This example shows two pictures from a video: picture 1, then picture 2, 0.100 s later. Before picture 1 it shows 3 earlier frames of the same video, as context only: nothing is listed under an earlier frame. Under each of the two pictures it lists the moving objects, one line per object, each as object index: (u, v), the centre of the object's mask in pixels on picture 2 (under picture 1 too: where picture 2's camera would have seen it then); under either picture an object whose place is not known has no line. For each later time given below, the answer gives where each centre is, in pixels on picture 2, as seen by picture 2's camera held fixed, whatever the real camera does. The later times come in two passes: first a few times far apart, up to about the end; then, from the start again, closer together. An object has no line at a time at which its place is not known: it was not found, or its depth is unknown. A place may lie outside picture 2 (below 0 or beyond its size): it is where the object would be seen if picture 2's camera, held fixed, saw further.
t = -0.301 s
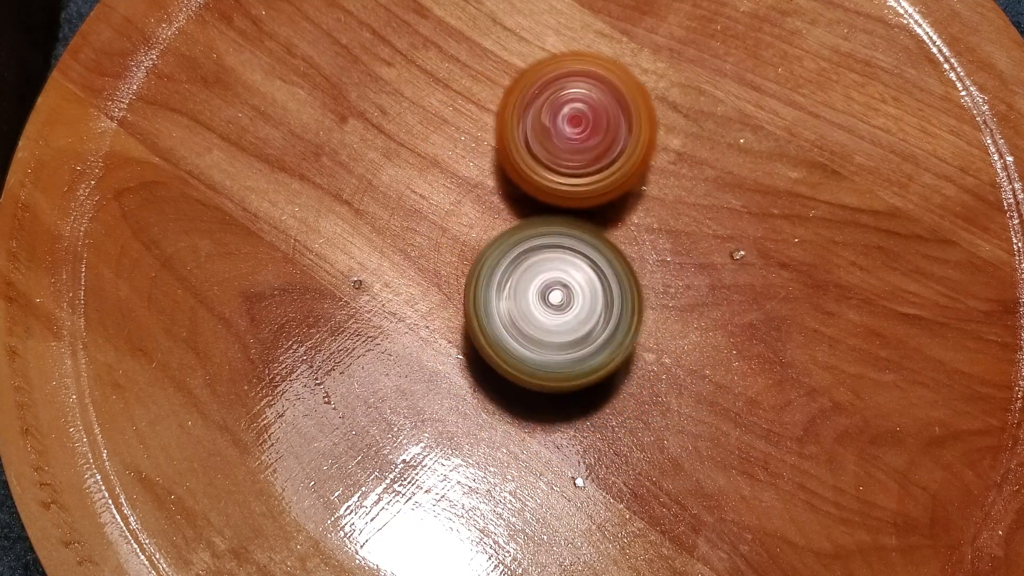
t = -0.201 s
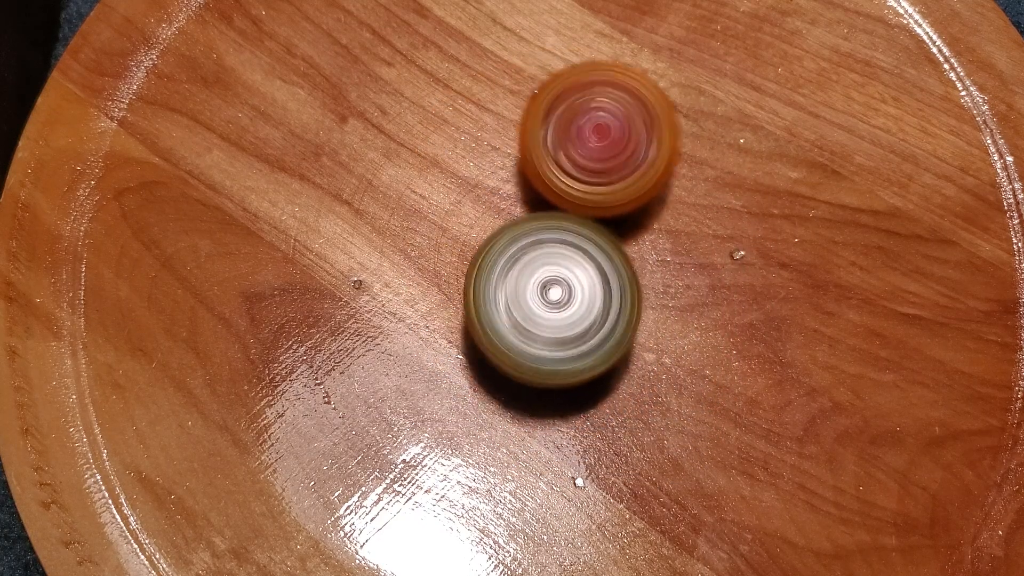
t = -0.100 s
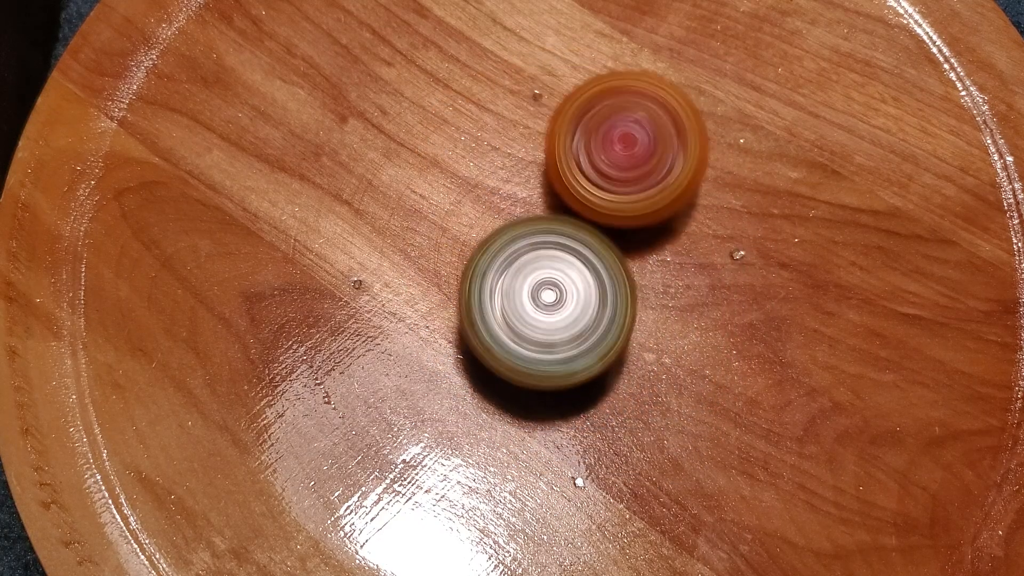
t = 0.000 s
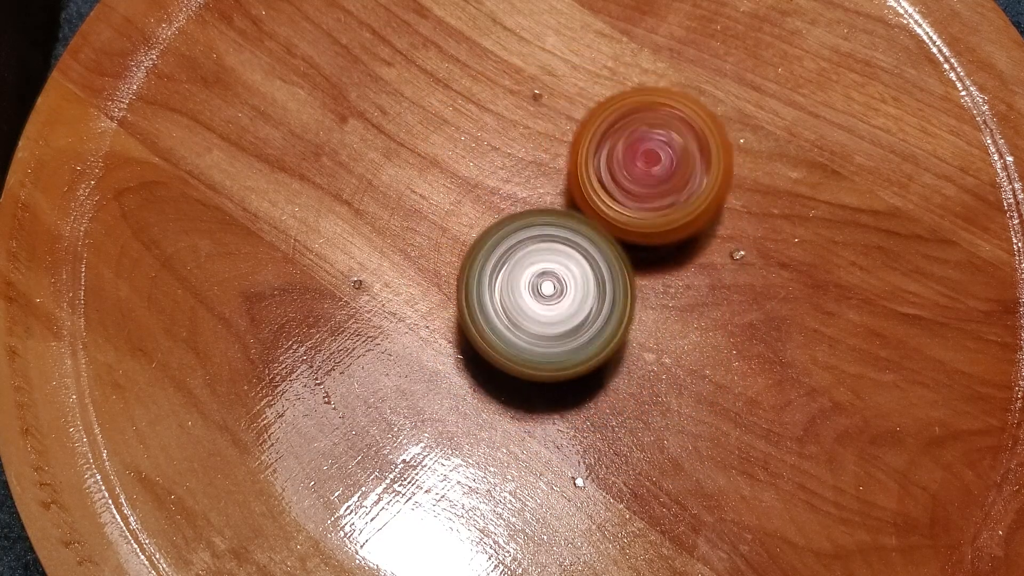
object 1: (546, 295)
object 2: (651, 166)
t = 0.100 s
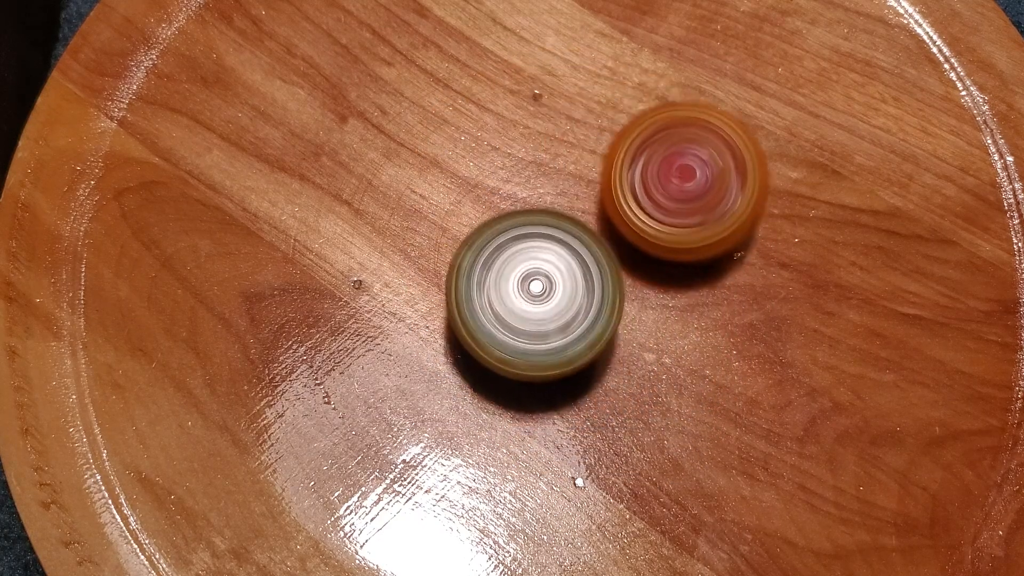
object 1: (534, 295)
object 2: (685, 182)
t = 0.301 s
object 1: (531, 289)
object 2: (730, 224)
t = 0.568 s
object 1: (543, 276)
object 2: (727, 284)
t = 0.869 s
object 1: (567, 235)
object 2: (706, 378)
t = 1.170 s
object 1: (558, 252)
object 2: (648, 426)
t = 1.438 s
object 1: (564, 248)
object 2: (579, 444)
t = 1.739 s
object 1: (549, 257)
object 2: (502, 430)
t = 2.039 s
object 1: (566, 245)
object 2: (427, 387)
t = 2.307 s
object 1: (597, 272)
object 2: (397, 313)
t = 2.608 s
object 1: (599, 305)
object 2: (461, 203)
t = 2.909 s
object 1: (589, 319)
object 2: (574, 117)
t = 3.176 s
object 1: (575, 296)
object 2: (682, 129)
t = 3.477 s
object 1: (565, 266)
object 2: (734, 241)
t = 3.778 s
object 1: (558, 254)
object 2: (692, 374)
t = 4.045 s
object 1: (552, 249)
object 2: (578, 431)
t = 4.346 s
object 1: (567, 248)
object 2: (449, 381)
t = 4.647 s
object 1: (596, 265)
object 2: (425, 252)
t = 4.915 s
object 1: (599, 296)
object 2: (522, 156)
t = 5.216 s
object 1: (553, 319)
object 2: (678, 173)
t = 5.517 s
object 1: (520, 265)
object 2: (711, 315)
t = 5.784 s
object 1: (529, 198)
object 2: (599, 382)
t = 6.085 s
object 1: (609, 158)
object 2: (472, 309)
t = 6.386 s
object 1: (735, 140)
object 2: (522, 186)
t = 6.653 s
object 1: (801, 285)
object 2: (550, 136)
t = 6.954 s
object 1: (696, 431)
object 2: (572, 177)
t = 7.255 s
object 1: (504, 395)
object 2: (553, 222)
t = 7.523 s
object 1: (425, 252)
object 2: (570, 170)
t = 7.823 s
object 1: (464, 142)
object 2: (648, 204)
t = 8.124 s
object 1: (523, 159)
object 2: (619, 299)
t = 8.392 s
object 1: (534, 159)
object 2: (535, 318)
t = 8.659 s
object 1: (570, 122)
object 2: (524, 291)
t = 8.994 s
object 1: (702, 184)
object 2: (435, 356)
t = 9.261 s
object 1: (650, 281)
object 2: (399, 287)
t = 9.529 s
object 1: (546, 310)
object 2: (359, 180)
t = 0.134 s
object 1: (533, 294)
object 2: (694, 188)
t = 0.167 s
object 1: (532, 294)
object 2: (703, 195)
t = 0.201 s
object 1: (531, 293)
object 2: (711, 202)
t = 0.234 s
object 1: (531, 291)
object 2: (718, 210)
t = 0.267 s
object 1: (531, 290)
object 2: (725, 217)
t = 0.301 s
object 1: (531, 289)
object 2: (730, 224)
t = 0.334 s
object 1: (531, 288)
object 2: (734, 231)
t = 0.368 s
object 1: (532, 286)
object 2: (737, 238)
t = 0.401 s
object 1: (533, 285)
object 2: (738, 245)
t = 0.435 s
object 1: (534, 283)
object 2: (737, 253)
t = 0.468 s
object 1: (535, 282)
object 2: (736, 260)
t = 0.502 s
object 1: (537, 280)
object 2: (734, 268)
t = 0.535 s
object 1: (540, 278)
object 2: (731, 276)
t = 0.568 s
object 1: (543, 276)
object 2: (727, 284)
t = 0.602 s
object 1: (546, 273)
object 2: (722, 293)
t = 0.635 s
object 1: (544, 267)
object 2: (724, 306)
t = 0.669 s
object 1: (543, 262)
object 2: (724, 316)
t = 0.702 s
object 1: (544, 258)
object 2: (721, 326)
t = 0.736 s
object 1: (547, 255)
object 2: (717, 335)
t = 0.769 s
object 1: (552, 252)
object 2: (713, 343)
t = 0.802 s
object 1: (559, 245)
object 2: (711, 354)
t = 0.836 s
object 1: (564, 237)
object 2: (709, 367)
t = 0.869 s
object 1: (567, 235)
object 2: (706, 378)
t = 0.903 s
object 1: (567, 236)
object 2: (702, 388)
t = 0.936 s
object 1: (567, 238)
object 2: (698, 397)
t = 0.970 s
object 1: (565, 241)
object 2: (692, 406)
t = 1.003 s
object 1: (564, 246)
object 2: (686, 412)
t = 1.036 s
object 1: (562, 253)
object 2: (680, 417)
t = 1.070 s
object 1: (562, 258)
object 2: (673, 422)
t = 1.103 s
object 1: (561, 258)
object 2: (665, 426)
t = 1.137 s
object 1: (560, 254)
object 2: (657, 427)
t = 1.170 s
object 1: (558, 252)
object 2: (648, 426)
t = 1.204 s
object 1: (557, 252)
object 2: (639, 424)
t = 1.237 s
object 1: (557, 254)
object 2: (629, 420)
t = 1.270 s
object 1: (557, 249)
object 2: (622, 426)
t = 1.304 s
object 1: (557, 247)
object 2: (615, 428)
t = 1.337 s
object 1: (556, 249)
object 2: (607, 427)
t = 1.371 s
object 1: (558, 253)
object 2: (598, 427)
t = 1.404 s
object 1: (562, 249)
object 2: (588, 438)
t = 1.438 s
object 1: (564, 248)
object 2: (579, 444)
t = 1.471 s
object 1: (565, 249)
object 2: (570, 448)
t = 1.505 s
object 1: (564, 251)
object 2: (562, 448)
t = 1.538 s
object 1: (561, 253)
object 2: (553, 447)
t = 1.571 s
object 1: (557, 254)
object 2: (544, 444)
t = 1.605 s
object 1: (552, 257)
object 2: (535, 440)
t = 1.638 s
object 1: (551, 258)
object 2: (527, 436)
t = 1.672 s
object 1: (551, 254)
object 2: (516, 436)
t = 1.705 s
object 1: (551, 255)
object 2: (509, 433)
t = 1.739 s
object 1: (549, 257)
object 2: (502, 430)
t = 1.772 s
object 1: (548, 256)
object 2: (496, 429)
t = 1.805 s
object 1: (551, 254)
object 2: (489, 424)
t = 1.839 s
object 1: (554, 254)
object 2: (479, 419)
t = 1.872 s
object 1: (554, 254)
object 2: (471, 413)
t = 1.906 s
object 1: (553, 254)
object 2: (463, 407)
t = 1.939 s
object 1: (554, 252)
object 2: (453, 402)
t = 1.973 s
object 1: (555, 251)
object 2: (448, 395)
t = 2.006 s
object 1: (560, 248)
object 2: (438, 391)
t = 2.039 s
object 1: (566, 245)
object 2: (427, 387)
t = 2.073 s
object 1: (572, 245)
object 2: (417, 382)
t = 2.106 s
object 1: (577, 247)
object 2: (409, 375)
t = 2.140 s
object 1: (581, 250)
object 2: (404, 368)
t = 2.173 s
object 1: (585, 254)
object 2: (400, 358)
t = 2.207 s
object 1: (588, 258)
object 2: (398, 347)
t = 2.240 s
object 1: (592, 263)
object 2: (395, 336)
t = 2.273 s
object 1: (595, 267)
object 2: (395, 324)
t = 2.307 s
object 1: (597, 272)
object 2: (397, 313)
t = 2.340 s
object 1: (598, 276)
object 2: (400, 299)
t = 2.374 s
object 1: (599, 279)
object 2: (404, 286)
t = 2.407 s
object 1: (598, 283)
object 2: (408, 273)
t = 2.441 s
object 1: (598, 286)
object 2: (414, 262)
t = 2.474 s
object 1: (597, 289)
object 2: (423, 251)
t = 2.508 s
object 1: (597, 293)
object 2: (432, 239)
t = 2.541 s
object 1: (599, 298)
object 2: (441, 225)
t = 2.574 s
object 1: (600, 301)
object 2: (450, 214)
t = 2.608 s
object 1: (599, 305)
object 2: (461, 203)
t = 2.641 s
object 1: (600, 309)
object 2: (473, 191)
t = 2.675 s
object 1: (601, 313)
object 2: (486, 177)
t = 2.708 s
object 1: (600, 315)
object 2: (497, 166)
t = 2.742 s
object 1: (598, 317)
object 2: (509, 155)
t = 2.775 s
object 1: (597, 318)
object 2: (521, 146)
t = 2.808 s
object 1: (595, 319)
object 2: (534, 136)
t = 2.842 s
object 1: (593, 320)
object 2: (548, 128)
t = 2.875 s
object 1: (591, 320)
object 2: (560, 122)
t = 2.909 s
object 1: (589, 319)
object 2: (574, 117)
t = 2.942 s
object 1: (587, 317)
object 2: (589, 115)
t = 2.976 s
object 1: (585, 315)
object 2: (604, 112)
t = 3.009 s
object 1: (582, 312)
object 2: (619, 111)
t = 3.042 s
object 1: (579, 309)
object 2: (632, 112)
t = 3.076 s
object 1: (577, 306)
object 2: (646, 115)
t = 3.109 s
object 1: (576, 303)
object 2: (660, 119)
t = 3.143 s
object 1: (575, 300)
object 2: (672, 123)
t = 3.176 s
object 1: (575, 296)
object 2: (682, 129)
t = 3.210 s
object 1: (574, 293)
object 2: (692, 137)
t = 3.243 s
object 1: (573, 290)
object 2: (701, 146)
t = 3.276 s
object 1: (572, 288)
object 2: (711, 154)
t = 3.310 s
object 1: (571, 284)
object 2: (721, 176)
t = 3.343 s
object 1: (572, 281)
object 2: (726, 188)
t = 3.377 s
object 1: (573, 278)
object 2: (730, 201)
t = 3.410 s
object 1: (574, 274)
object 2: (732, 213)
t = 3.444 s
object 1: (570, 271)
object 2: (734, 225)
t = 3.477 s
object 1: (565, 266)
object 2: (734, 241)
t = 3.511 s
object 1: (557, 259)
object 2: (739, 260)
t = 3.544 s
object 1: (555, 252)
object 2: (739, 277)
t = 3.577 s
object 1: (563, 249)
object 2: (738, 294)
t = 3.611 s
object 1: (566, 247)
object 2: (734, 310)
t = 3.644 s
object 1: (563, 249)
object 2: (729, 325)
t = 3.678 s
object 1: (560, 252)
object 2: (722, 339)
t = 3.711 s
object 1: (558, 255)
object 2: (712, 352)
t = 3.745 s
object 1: (558, 255)
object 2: (703, 365)
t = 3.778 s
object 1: (558, 254)
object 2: (692, 374)
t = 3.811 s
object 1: (558, 254)
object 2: (678, 384)
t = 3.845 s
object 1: (556, 253)
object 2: (667, 393)
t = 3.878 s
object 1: (554, 252)
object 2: (654, 403)
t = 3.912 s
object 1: (555, 253)
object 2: (637, 410)
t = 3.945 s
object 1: (557, 252)
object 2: (623, 416)
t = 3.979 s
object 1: (558, 248)
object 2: (609, 429)
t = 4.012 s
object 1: (554, 247)
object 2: (593, 432)
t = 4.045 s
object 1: (552, 249)
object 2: (578, 431)
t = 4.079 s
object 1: (554, 254)
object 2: (562, 432)
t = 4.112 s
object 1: (558, 254)
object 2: (546, 431)
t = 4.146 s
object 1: (560, 253)
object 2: (526, 432)
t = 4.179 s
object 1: (561, 252)
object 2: (512, 430)
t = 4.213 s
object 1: (561, 251)
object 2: (499, 422)
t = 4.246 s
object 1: (558, 249)
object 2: (485, 413)
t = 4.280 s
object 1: (558, 250)
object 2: (473, 404)
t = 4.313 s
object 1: (562, 249)
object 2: (462, 392)
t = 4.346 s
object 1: (567, 248)
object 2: (449, 381)
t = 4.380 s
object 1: (570, 250)
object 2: (439, 370)
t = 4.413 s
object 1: (579, 249)
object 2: (428, 359)
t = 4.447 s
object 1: (585, 252)
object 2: (418, 347)
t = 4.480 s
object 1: (587, 254)
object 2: (414, 331)
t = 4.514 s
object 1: (589, 254)
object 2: (413, 314)
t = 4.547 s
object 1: (590, 257)
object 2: (411, 299)
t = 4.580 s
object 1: (592, 260)
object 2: (415, 283)
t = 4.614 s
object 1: (595, 262)
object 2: (418, 266)
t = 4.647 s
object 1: (596, 265)
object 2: (425, 252)
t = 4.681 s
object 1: (600, 270)
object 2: (431, 235)
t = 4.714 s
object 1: (602, 276)
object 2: (435, 221)
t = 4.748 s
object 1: (600, 279)
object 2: (447, 209)
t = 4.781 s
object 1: (601, 283)
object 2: (460, 195)
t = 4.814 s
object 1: (601, 289)
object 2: (472, 182)
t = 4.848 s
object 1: (603, 293)
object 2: (491, 170)
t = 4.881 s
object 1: (601, 293)
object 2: (505, 161)
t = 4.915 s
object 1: (599, 296)
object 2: (522, 156)
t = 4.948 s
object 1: (597, 299)
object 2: (540, 150)
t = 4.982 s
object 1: (594, 305)
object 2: (557, 143)
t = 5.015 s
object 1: (589, 312)
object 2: (579, 138)
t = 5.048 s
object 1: (582, 318)
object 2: (595, 138)
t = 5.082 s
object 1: (577, 322)
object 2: (613, 142)
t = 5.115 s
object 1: (571, 322)
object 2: (632, 145)
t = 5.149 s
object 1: (564, 322)
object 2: (647, 153)
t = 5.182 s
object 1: (558, 321)
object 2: (665, 163)
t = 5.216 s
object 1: (553, 319)
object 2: (678, 173)
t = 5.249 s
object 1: (548, 314)
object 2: (691, 187)
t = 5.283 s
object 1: (544, 310)
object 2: (701, 199)
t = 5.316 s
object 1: (540, 305)
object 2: (708, 216)
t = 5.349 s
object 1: (537, 300)
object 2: (717, 231)
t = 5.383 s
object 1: (534, 293)
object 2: (718, 248)
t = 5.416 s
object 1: (531, 288)
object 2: (722, 265)
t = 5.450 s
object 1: (527, 281)
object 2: (718, 282)
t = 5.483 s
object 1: (525, 273)
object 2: (715, 299)
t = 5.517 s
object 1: (520, 265)
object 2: (711, 315)
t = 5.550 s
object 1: (518, 256)
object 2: (701, 330)
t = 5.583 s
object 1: (515, 247)
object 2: (692, 343)
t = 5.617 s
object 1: (514, 238)
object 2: (678, 354)
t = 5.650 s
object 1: (515, 229)
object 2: (665, 365)
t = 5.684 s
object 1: (517, 220)
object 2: (650, 372)
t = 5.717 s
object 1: (521, 214)
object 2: (634, 378)
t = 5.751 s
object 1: (525, 206)
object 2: (618, 381)
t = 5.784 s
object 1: (529, 198)
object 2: (599, 382)
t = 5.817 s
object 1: (534, 191)
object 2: (583, 380)
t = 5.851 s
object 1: (540, 185)
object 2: (566, 375)
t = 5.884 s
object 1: (546, 179)
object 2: (551, 369)
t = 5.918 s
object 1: (551, 176)
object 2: (536, 359)
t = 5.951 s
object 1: (558, 175)
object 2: (523, 350)
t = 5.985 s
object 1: (563, 175)
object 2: (512, 337)
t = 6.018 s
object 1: (570, 175)
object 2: (501, 324)
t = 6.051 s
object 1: (587, 170)
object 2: (486, 319)
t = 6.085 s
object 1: (609, 158)
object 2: (472, 309)
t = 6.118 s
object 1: (631, 147)
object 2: (467, 296)
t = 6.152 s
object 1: (653, 137)
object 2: (466, 278)
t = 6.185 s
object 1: (671, 129)
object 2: (469, 263)
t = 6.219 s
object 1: (690, 126)
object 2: (472, 247)
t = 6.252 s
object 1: (706, 124)
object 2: (479, 233)
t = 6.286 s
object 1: (716, 124)
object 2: (488, 218)
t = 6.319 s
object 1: (724, 127)
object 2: (498, 207)
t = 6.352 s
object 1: (731, 132)
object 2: (510, 195)
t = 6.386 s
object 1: (735, 140)
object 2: (522, 186)
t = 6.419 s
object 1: (738, 147)
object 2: (537, 177)
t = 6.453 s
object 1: (737, 154)
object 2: (550, 171)
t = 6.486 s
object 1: (738, 166)
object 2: (567, 166)
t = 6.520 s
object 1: (757, 185)
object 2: (556, 153)
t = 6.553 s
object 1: (774, 209)
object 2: (546, 144)
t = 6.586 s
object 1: (786, 235)
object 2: (544, 138)
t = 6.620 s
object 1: (796, 263)
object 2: (548, 136)
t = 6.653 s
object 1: (801, 285)
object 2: (550, 136)
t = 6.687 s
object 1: (799, 309)
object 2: (554, 136)
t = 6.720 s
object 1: (795, 331)
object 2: (558, 137)
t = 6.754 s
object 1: (789, 353)
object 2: (561, 139)
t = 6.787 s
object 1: (780, 371)
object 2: (565, 144)
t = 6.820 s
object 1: (767, 386)
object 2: (567, 149)
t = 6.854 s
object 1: (751, 403)
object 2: (570, 154)
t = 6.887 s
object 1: (735, 417)
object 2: (571, 162)
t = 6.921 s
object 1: (717, 425)
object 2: (572, 169)
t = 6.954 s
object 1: (696, 431)
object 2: (572, 177)
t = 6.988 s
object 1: (676, 436)
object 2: (572, 185)
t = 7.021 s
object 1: (656, 439)
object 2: (570, 195)
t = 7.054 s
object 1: (635, 437)
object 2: (569, 203)
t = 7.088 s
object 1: (612, 433)
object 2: (566, 214)
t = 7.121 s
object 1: (592, 427)
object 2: (564, 223)
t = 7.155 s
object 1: (573, 417)
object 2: (559, 233)
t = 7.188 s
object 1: (551, 405)
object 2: (553, 241)
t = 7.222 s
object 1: (529, 402)
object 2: (554, 234)
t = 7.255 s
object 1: (504, 395)
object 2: (553, 222)
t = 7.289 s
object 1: (483, 382)
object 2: (555, 214)
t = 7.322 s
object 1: (467, 368)
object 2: (557, 207)
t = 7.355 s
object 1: (451, 348)
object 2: (558, 201)
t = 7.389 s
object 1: (438, 330)
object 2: (561, 190)
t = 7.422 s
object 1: (431, 310)
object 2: (563, 187)
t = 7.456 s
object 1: (426, 290)
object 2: (564, 180)
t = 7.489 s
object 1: (422, 272)
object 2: (568, 175)
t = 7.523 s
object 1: (425, 252)
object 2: (570, 170)
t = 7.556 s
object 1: (420, 233)
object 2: (580, 167)
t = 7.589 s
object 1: (417, 216)
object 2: (589, 165)
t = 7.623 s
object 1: (420, 205)
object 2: (594, 166)
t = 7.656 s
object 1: (427, 190)
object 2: (600, 164)
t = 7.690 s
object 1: (433, 180)
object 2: (612, 166)
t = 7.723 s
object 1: (447, 168)
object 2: (618, 172)
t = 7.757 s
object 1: (449, 154)
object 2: (633, 183)
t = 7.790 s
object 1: (456, 149)
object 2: (644, 194)
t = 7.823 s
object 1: (464, 142)
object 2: (648, 204)
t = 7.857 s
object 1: (472, 144)
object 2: (652, 211)
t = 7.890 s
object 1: (483, 141)
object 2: (655, 222)
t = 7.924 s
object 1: (492, 145)
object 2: (655, 234)
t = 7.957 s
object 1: (505, 148)
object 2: (653, 247)
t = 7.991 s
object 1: (515, 153)
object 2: (646, 258)
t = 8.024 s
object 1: (525, 158)
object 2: (642, 267)
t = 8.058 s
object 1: (528, 157)
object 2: (639, 280)
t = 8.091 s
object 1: (526, 158)
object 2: (630, 290)
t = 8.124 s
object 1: (523, 159)
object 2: (619, 299)
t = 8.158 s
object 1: (521, 161)
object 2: (603, 302)
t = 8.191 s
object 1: (520, 165)
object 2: (593, 302)
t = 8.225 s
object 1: (519, 165)
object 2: (582, 305)
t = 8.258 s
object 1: (519, 163)
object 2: (571, 307)
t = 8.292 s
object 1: (521, 160)
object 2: (562, 312)
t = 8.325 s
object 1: (526, 158)
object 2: (551, 316)
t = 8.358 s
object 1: (531, 157)
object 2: (543, 320)
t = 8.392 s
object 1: (534, 159)
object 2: (535, 318)
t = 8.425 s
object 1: (541, 157)
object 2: (525, 318)
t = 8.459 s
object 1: (542, 150)
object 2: (521, 318)
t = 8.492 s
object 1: (545, 144)
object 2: (518, 313)
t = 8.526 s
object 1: (545, 139)
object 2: (517, 304)
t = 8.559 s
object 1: (549, 132)
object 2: (519, 297)
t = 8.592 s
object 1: (556, 130)
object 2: (522, 295)
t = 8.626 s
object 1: (562, 126)
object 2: (522, 294)
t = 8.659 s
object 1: (570, 122)
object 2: (524, 291)
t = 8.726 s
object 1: (586, 124)
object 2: (539, 288)
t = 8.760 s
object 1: (591, 131)
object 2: (543, 292)
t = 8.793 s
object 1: (599, 133)
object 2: (545, 294)
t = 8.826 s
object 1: (605, 141)
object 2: (549, 293)
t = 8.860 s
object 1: (615, 149)
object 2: (540, 306)
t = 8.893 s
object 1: (646, 151)
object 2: (506, 326)
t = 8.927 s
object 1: (667, 154)
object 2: (480, 339)
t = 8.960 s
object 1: (696, 170)
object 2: (445, 356)
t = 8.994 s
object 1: (702, 184)
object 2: (435, 356)
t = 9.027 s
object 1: (701, 198)
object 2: (428, 355)
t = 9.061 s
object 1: (700, 212)
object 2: (420, 350)
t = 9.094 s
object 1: (696, 224)
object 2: (415, 342)
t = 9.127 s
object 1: (691, 236)
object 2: (412, 336)
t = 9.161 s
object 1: (684, 250)
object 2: (407, 326)
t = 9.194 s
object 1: (675, 260)
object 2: (404, 314)
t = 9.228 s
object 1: (664, 270)
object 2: (402, 301)
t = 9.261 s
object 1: (650, 281)
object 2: (399, 287)
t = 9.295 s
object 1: (637, 288)
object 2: (398, 272)
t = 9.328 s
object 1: (623, 295)
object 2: (397, 253)
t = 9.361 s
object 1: (609, 301)
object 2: (396, 236)
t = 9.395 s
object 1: (595, 306)
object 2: (391, 221)
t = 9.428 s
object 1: (581, 310)
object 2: (385, 206)
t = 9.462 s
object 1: (569, 311)
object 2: (376, 194)
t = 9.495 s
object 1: (557, 311)
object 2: (368, 184)
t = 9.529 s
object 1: (546, 310)
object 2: (359, 180)
